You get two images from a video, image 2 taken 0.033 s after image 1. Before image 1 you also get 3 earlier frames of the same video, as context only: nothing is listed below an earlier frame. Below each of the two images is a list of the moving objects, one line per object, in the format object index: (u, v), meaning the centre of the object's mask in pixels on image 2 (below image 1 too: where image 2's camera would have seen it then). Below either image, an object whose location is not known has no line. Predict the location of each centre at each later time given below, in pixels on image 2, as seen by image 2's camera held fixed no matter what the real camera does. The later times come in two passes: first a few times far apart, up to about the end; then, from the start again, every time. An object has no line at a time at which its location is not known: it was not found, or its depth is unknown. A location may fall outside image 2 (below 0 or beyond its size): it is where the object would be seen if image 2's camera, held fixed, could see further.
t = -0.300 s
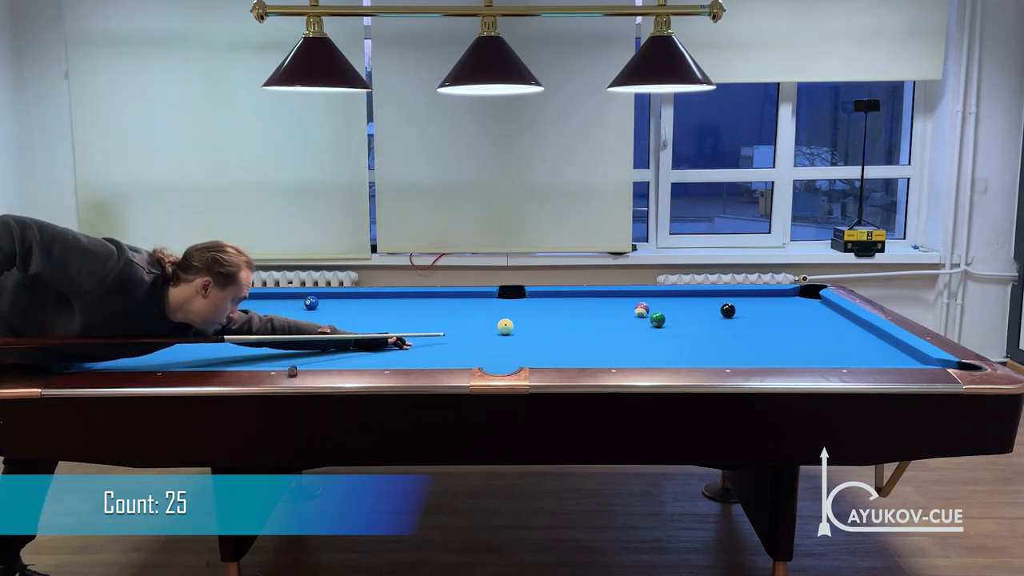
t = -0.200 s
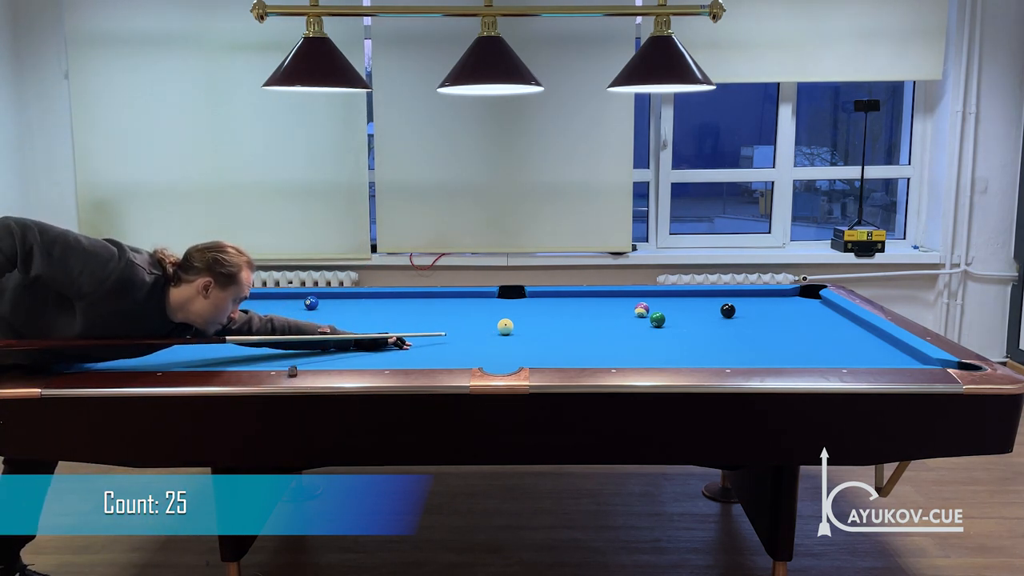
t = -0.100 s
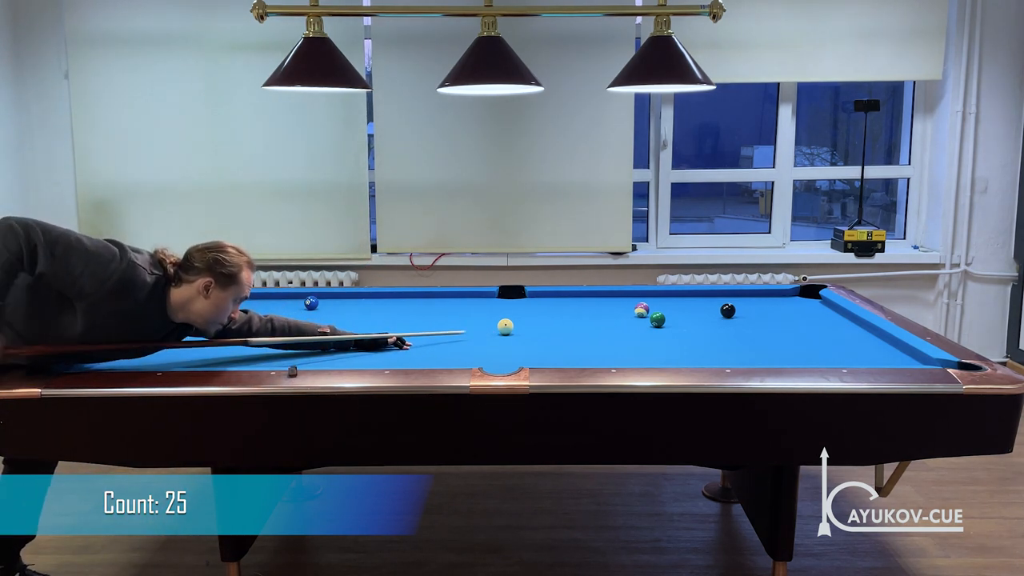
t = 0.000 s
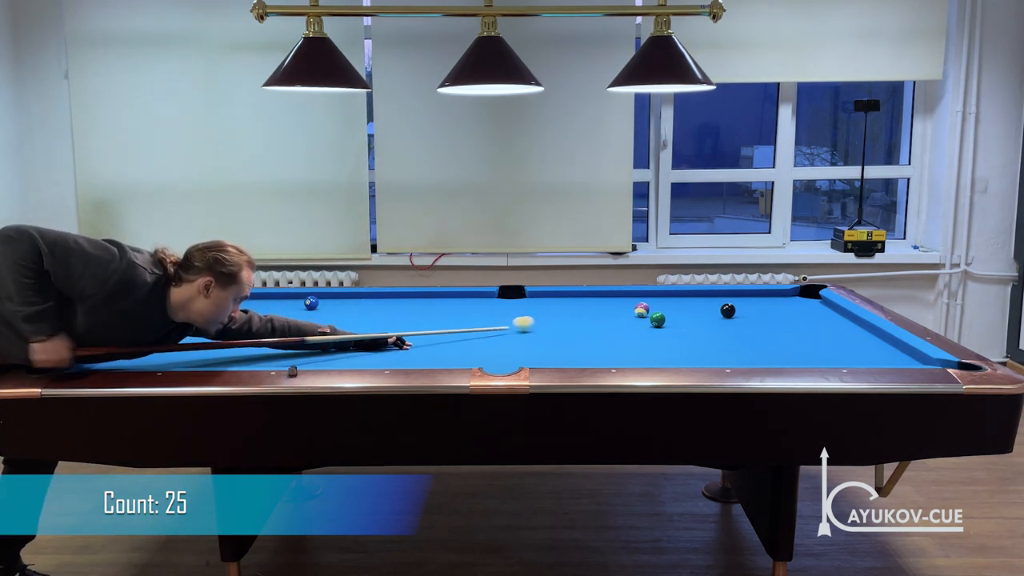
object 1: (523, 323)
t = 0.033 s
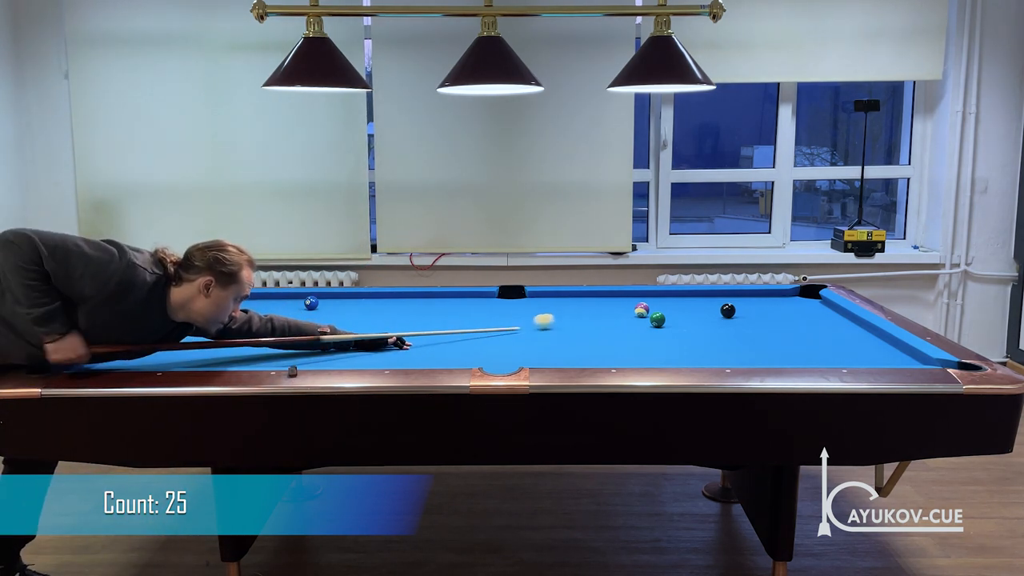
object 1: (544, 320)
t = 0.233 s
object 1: (628, 311)
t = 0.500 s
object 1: (626, 310)
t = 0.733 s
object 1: (624, 309)
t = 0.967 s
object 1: (623, 309)
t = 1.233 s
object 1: (622, 308)
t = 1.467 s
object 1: (622, 308)
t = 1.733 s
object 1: (622, 308)
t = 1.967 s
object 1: (622, 308)
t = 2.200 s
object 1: (622, 308)
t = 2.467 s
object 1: (622, 308)
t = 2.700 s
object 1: (622, 308)
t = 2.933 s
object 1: (622, 308)
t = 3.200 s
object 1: (622, 308)
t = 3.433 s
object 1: (622, 308)
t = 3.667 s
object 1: (622, 308)
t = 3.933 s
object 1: (622, 308)
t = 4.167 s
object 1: (622, 308)
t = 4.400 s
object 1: (622, 308)
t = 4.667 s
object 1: (622, 308)
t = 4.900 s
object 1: (622, 308)
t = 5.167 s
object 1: (622, 308)
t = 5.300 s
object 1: (622, 308)
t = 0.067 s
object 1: (564, 318)
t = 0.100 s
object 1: (583, 316)
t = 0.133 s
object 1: (601, 314)
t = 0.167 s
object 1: (618, 312)
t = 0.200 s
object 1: (629, 311)
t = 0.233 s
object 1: (628, 311)
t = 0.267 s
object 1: (628, 310)
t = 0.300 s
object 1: (628, 310)
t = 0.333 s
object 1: (627, 310)
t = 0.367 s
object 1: (627, 310)
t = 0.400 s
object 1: (627, 310)
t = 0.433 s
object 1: (627, 310)
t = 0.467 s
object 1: (627, 310)
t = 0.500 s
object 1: (626, 310)
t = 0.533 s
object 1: (626, 310)
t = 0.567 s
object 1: (626, 309)
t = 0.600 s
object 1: (625, 309)
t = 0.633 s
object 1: (625, 309)
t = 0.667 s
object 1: (625, 309)
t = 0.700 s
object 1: (625, 309)
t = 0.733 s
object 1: (624, 309)
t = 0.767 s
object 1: (624, 309)
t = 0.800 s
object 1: (624, 309)
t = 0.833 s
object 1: (624, 309)
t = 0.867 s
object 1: (624, 309)
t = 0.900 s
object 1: (624, 309)
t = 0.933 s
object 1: (623, 309)
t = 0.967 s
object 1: (623, 309)
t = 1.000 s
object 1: (623, 309)
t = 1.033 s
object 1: (623, 309)
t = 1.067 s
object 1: (623, 308)
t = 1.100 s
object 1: (623, 308)
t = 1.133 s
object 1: (623, 308)
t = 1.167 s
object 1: (623, 308)
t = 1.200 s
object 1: (622, 308)
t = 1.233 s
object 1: (622, 308)
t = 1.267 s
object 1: (622, 308)
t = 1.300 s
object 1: (622, 308)
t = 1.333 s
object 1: (622, 308)
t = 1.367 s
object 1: (622, 308)
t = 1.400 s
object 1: (622, 308)
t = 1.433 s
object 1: (622, 308)
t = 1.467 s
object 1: (622, 308)
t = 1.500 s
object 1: (622, 308)
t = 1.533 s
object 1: (622, 308)
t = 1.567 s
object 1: (622, 308)
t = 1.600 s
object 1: (622, 308)
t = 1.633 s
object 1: (622, 308)
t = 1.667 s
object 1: (622, 308)
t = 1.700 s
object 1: (622, 308)
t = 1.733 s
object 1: (622, 308)
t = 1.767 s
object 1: (622, 308)
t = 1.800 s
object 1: (622, 308)
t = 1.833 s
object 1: (622, 308)
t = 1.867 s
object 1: (622, 308)
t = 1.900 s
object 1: (622, 308)
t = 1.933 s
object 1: (622, 308)
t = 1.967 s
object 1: (622, 308)
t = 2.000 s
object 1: (622, 308)
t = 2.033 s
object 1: (622, 308)
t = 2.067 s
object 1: (622, 308)
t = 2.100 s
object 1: (622, 308)
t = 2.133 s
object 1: (622, 308)
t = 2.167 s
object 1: (622, 308)
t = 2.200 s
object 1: (622, 308)
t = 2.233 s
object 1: (622, 308)
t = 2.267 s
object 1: (622, 308)
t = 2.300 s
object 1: (622, 308)
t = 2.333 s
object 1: (622, 308)
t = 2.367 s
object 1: (622, 308)
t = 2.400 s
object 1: (622, 308)
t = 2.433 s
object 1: (622, 308)
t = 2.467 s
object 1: (622, 308)
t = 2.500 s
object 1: (622, 308)
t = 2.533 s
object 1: (622, 308)
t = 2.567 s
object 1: (622, 308)
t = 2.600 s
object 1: (622, 308)
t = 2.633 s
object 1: (622, 308)
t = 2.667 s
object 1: (622, 308)
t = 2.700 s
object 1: (622, 308)
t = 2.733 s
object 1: (622, 308)
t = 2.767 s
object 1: (622, 308)
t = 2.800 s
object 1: (622, 308)
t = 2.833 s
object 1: (622, 308)
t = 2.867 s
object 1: (622, 308)
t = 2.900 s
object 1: (622, 308)
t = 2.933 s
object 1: (622, 308)
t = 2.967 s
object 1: (622, 308)
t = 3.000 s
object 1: (622, 308)
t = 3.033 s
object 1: (622, 308)
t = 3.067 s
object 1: (622, 308)
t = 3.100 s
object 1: (622, 308)
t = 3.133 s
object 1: (622, 308)
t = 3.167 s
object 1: (622, 308)
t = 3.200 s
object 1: (622, 308)
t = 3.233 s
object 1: (622, 308)
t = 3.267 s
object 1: (622, 308)
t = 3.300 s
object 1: (622, 308)
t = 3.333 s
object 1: (622, 308)
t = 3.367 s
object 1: (622, 308)
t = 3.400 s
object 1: (622, 308)
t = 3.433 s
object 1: (622, 308)
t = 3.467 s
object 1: (622, 308)
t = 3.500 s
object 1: (622, 308)
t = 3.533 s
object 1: (622, 308)
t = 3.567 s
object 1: (622, 308)
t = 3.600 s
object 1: (622, 308)
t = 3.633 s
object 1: (622, 308)
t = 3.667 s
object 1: (622, 308)
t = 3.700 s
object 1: (622, 308)
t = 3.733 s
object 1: (622, 308)
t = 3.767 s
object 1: (622, 308)
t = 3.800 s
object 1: (622, 308)
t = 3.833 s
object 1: (622, 308)
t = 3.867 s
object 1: (622, 308)
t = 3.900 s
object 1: (622, 308)
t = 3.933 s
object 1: (622, 308)
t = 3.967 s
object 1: (622, 308)
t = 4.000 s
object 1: (622, 308)
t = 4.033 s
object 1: (622, 308)
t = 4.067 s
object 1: (622, 308)
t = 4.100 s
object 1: (622, 308)
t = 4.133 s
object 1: (622, 308)
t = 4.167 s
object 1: (622, 308)
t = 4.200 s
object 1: (622, 308)
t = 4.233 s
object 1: (622, 308)
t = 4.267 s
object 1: (622, 308)
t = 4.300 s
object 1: (622, 308)
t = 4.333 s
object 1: (622, 308)
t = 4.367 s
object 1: (622, 308)
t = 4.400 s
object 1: (622, 308)
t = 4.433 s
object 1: (622, 308)
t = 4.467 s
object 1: (622, 308)
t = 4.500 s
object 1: (622, 308)
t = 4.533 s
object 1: (622, 308)
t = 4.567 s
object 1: (622, 308)
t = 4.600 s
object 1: (622, 308)
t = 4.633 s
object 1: (622, 308)
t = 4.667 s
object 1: (622, 308)
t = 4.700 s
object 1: (622, 308)
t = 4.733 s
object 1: (622, 308)
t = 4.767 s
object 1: (622, 308)
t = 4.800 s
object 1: (622, 308)
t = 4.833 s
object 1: (622, 308)
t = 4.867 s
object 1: (622, 308)
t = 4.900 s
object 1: (622, 308)
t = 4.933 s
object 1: (622, 308)
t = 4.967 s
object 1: (622, 308)
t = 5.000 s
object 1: (622, 308)
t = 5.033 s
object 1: (622, 308)
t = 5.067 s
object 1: (622, 308)
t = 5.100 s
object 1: (622, 308)
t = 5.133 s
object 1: (622, 308)
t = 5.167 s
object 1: (622, 308)
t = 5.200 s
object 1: (622, 308)
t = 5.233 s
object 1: (622, 308)
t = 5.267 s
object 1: (622, 308)
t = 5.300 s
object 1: (622, 308)
